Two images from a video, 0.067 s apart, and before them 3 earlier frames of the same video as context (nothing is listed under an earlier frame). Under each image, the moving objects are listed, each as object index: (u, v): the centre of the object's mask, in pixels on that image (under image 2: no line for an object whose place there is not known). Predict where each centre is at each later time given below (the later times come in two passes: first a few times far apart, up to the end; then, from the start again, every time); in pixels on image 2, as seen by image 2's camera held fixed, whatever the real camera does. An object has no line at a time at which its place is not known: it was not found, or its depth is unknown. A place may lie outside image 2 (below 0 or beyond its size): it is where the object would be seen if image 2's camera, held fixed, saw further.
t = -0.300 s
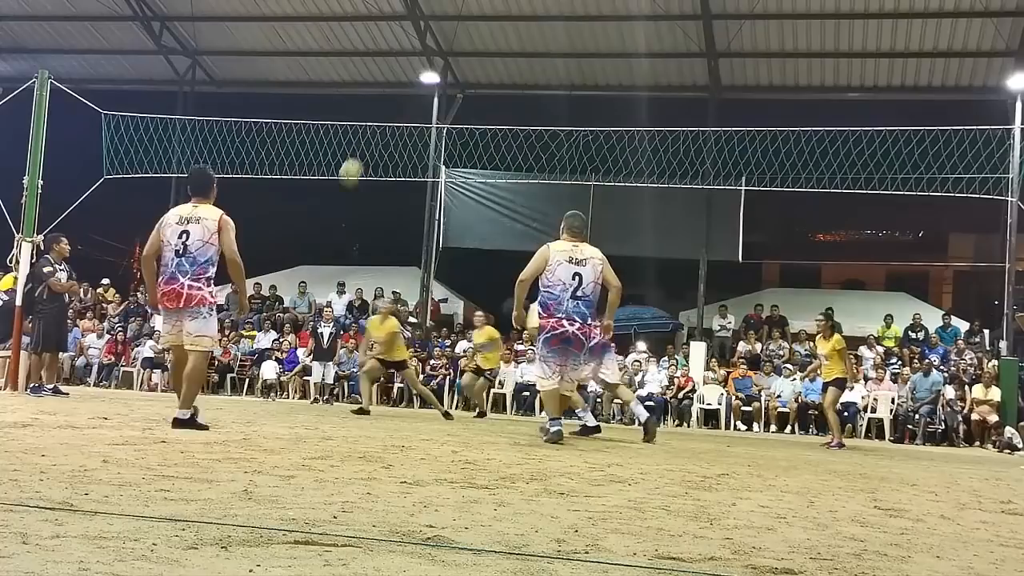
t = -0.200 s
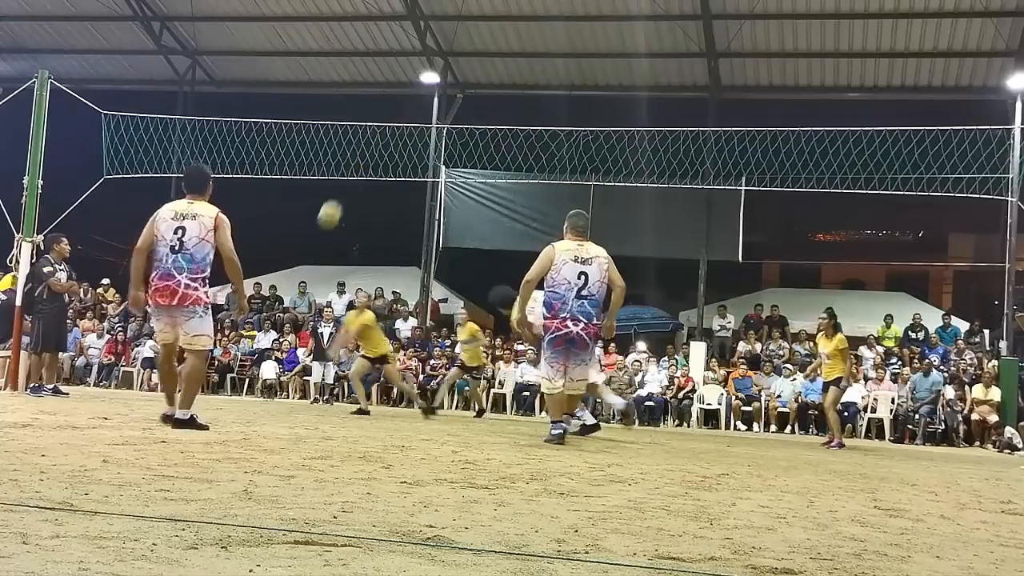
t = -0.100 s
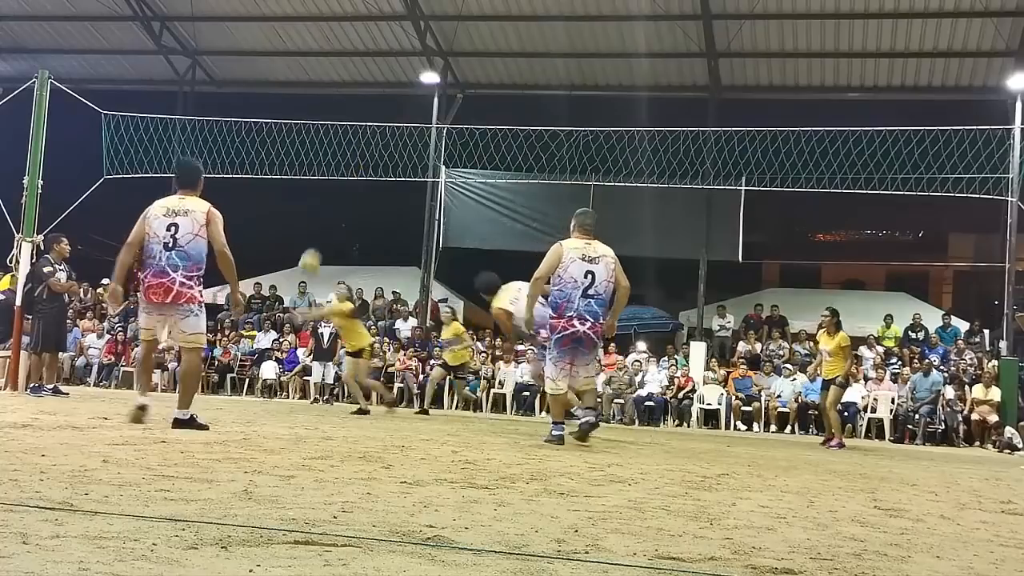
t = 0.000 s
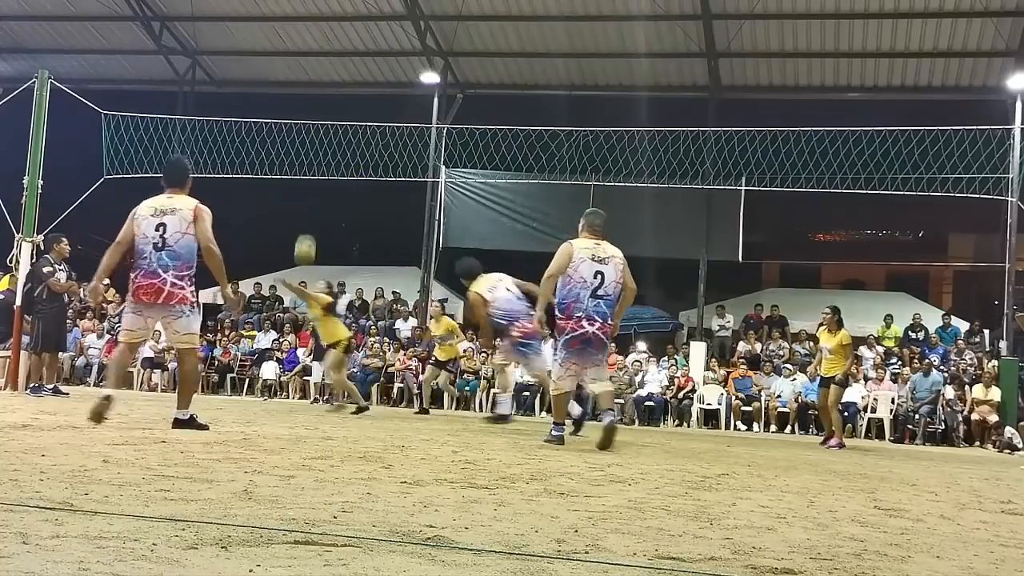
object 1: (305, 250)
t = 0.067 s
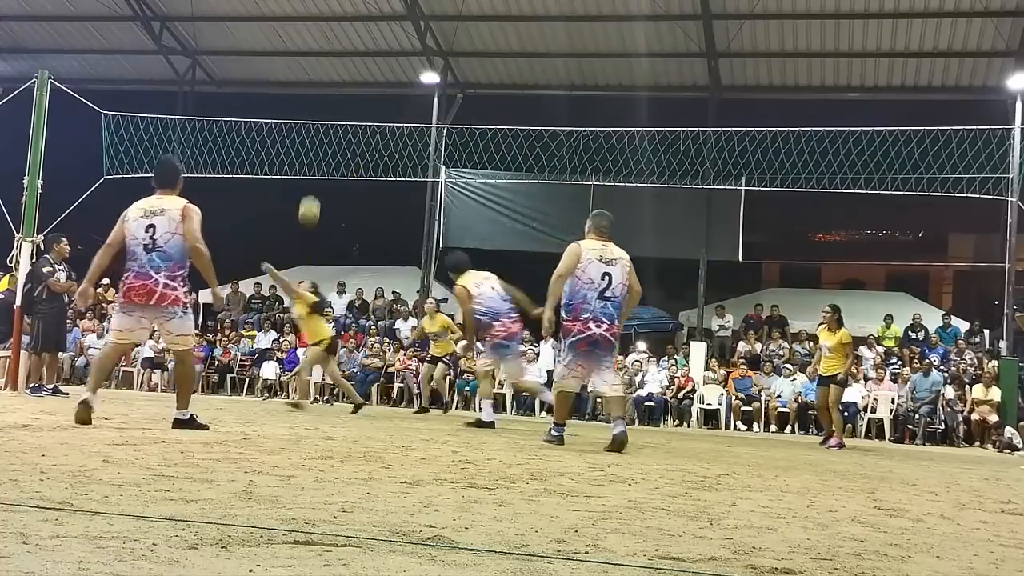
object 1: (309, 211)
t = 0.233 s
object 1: (320, 131)
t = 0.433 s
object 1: (329, 69)
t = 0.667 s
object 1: (338, 44)
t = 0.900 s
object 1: (343, 64)
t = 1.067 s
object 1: (344, 108)
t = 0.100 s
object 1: (311, 193)
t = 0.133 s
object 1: (313, 176)
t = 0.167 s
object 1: (315, 159)
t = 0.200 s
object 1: (317, 144)
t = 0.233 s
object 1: (320, 131)
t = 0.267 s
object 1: (321, 118)
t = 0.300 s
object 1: (323, 107)
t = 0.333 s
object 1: (325, 96)
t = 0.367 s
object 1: (326, 86)
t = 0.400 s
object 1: (328, 77)
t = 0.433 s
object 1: (329, 69)
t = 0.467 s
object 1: (331, 63)
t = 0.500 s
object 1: (332, 57)
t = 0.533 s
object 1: (334, 53)
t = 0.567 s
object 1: (335, 49)
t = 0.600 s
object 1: (336, 46)
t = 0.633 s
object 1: (337, 45)
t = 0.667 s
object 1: (338, 44)
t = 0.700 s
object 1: (339, 44)
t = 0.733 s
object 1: (340, 45)
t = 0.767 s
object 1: (340, 47)
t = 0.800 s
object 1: (341, 49)
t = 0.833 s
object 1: (342, 53)
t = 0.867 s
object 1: (342, 57)
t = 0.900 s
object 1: (343, 64)
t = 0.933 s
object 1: (343, 70)
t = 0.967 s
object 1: (343, 78)
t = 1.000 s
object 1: (344, 88)
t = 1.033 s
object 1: (344, 97)
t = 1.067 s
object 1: (344, 108)
